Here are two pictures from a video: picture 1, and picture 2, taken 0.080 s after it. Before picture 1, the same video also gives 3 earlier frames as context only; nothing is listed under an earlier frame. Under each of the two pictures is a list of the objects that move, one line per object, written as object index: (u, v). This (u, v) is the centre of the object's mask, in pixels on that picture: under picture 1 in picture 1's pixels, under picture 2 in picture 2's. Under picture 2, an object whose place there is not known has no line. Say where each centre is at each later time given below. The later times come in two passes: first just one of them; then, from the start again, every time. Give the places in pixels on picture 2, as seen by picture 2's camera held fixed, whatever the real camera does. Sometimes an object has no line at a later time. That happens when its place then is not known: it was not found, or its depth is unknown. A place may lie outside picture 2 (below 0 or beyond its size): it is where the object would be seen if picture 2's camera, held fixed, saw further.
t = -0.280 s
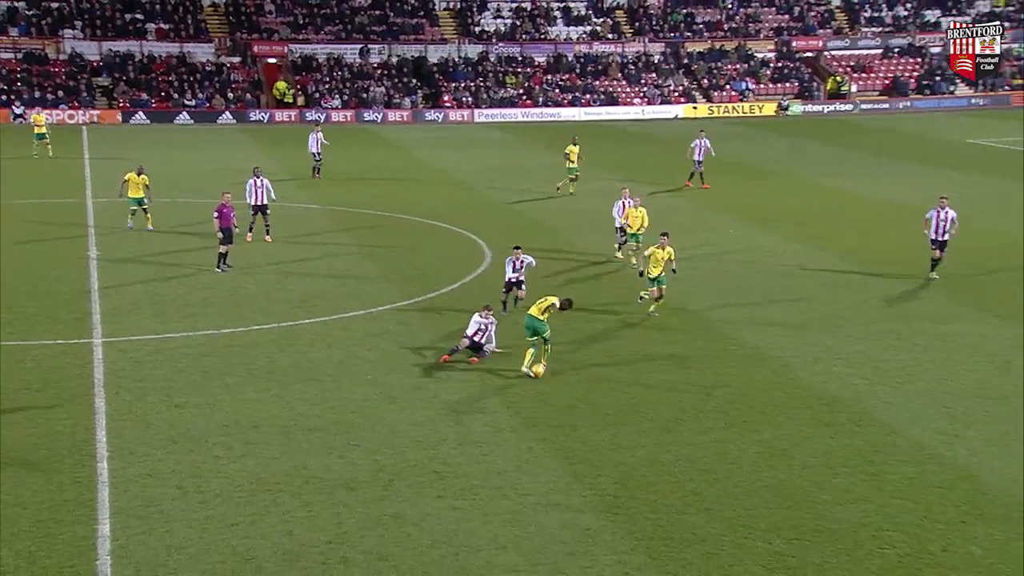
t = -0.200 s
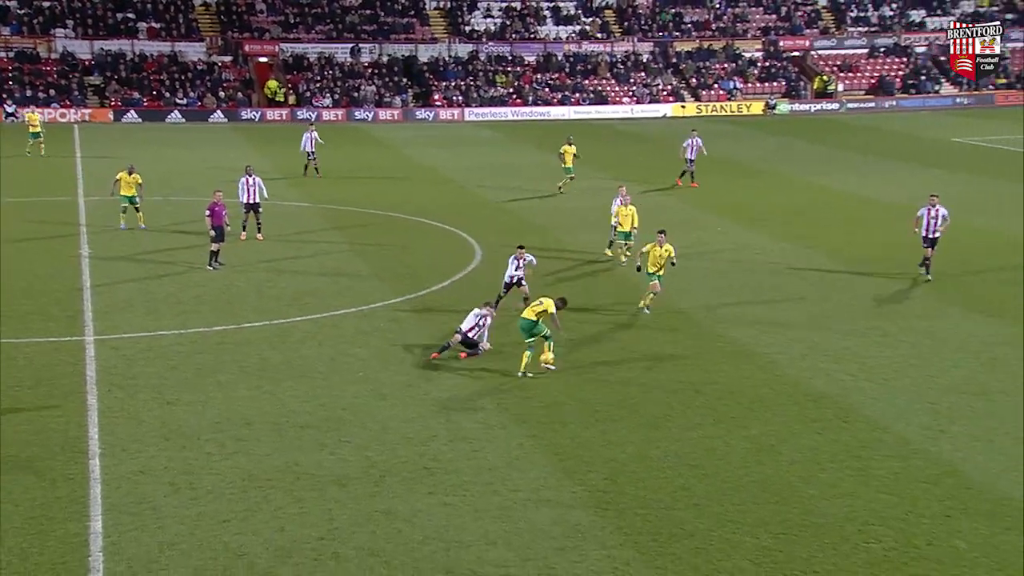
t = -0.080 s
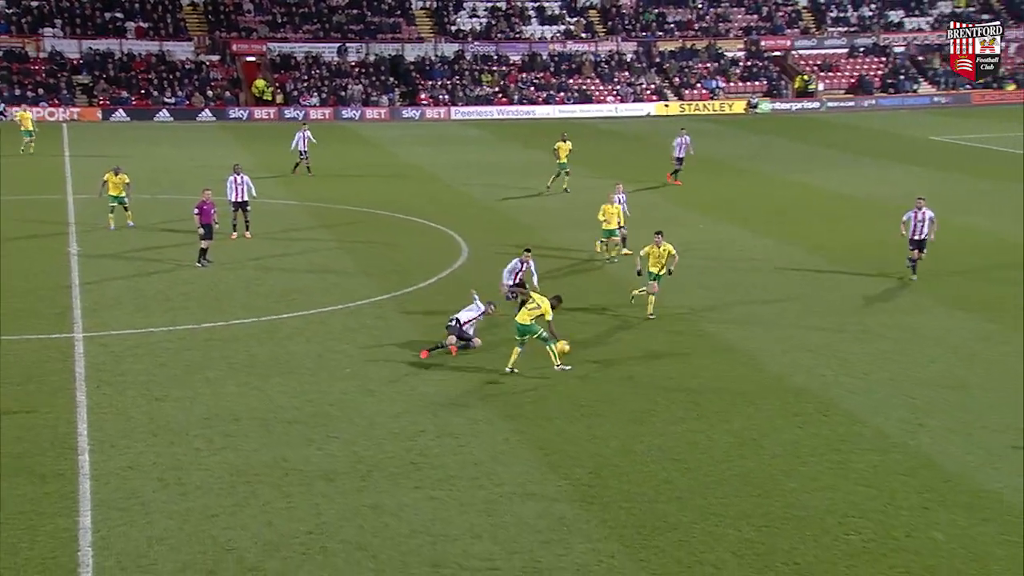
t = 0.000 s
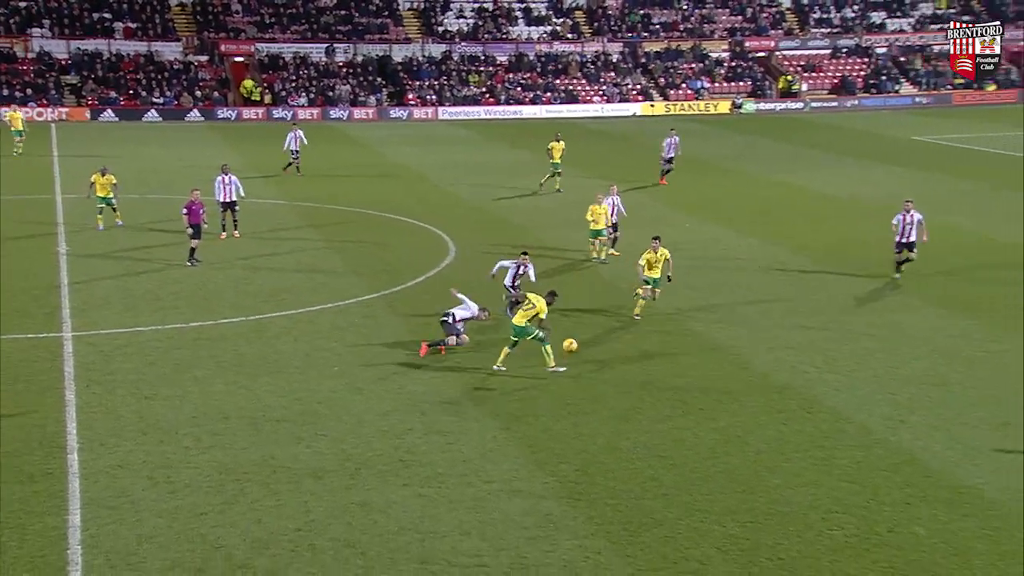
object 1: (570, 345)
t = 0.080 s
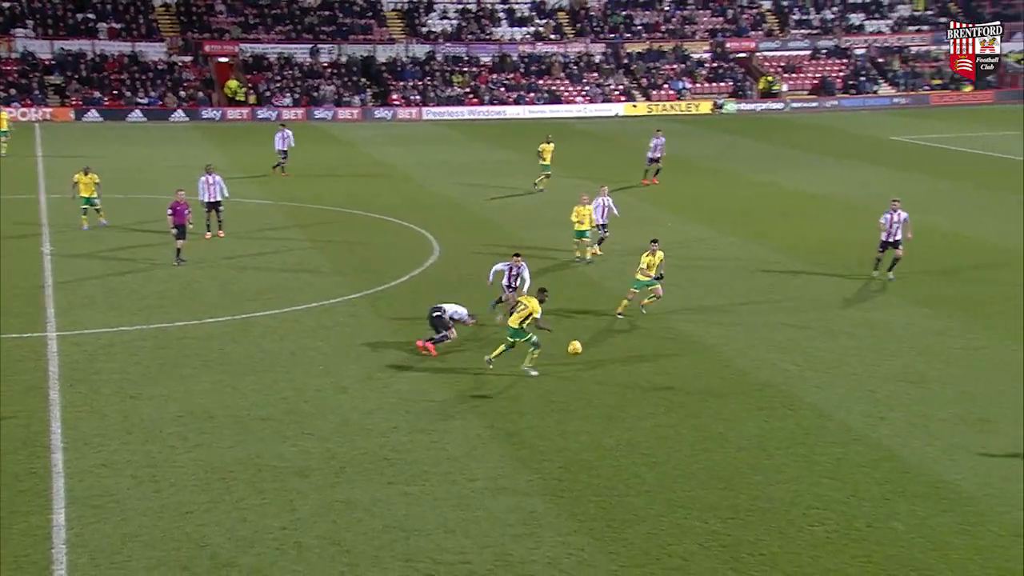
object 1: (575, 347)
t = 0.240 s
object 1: (619, 367)
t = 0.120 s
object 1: (585, 350)
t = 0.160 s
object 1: (596, 354)
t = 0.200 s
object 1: (607, 360)
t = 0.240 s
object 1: (619, 367)
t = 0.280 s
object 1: (630, 374)
